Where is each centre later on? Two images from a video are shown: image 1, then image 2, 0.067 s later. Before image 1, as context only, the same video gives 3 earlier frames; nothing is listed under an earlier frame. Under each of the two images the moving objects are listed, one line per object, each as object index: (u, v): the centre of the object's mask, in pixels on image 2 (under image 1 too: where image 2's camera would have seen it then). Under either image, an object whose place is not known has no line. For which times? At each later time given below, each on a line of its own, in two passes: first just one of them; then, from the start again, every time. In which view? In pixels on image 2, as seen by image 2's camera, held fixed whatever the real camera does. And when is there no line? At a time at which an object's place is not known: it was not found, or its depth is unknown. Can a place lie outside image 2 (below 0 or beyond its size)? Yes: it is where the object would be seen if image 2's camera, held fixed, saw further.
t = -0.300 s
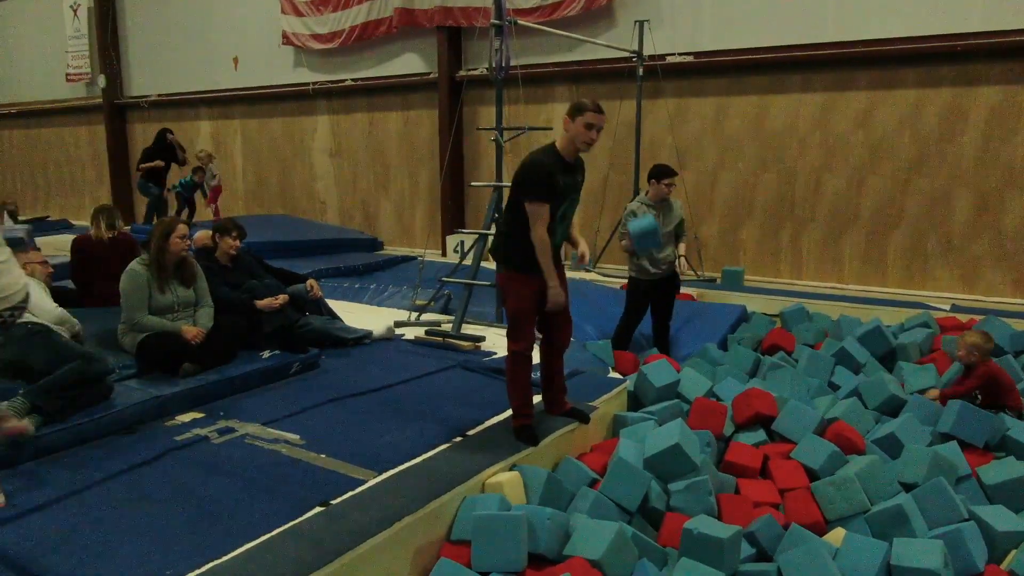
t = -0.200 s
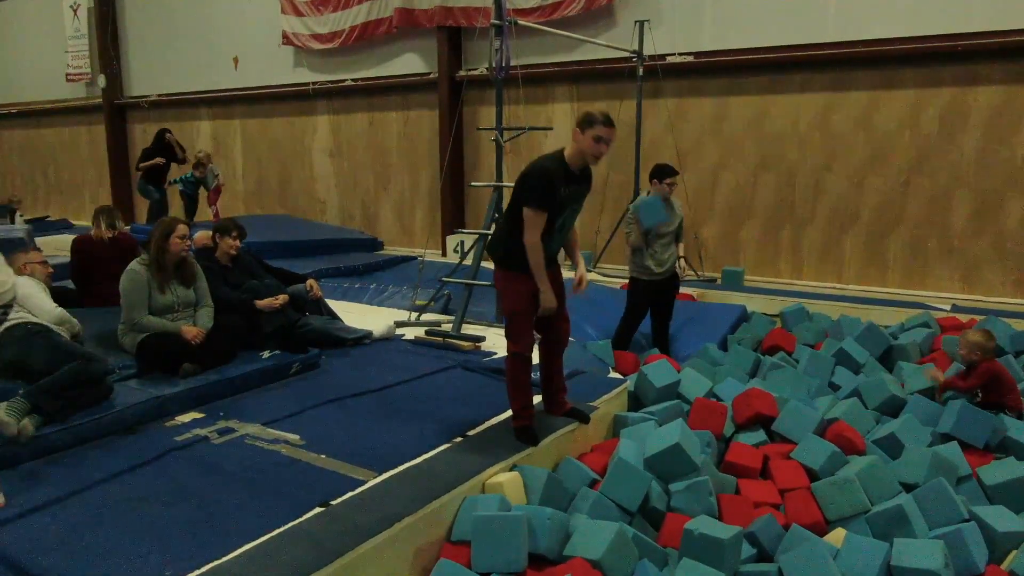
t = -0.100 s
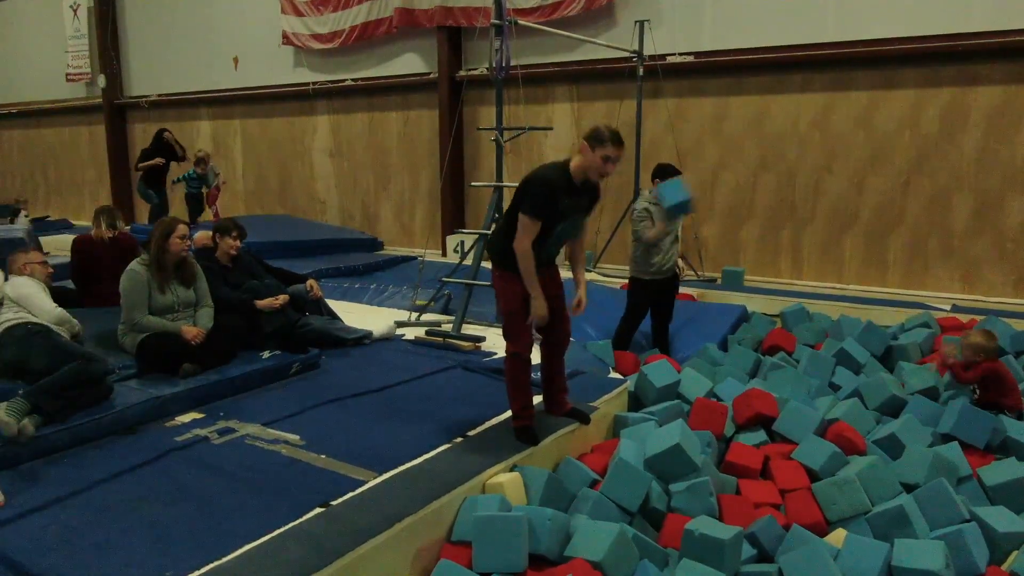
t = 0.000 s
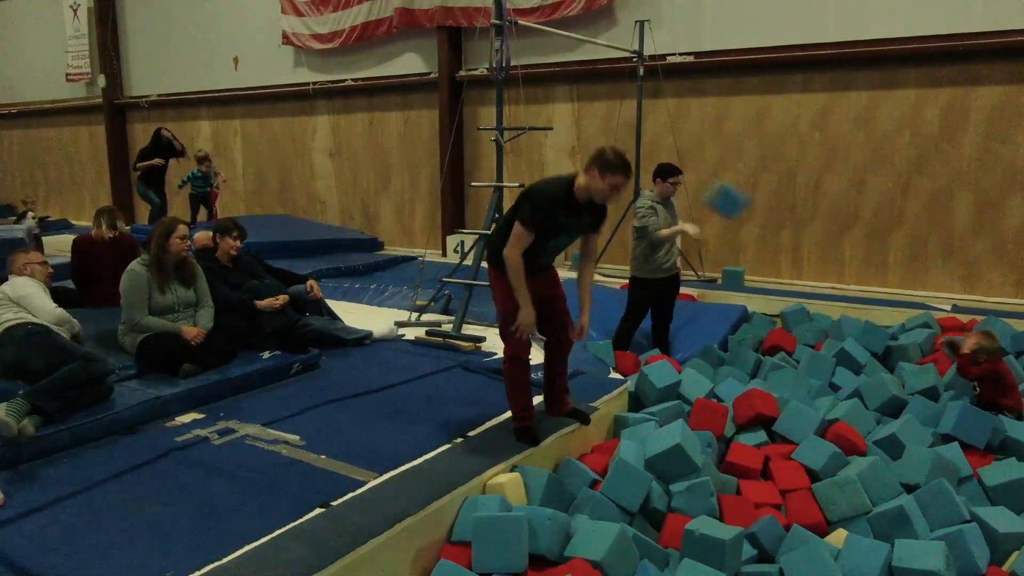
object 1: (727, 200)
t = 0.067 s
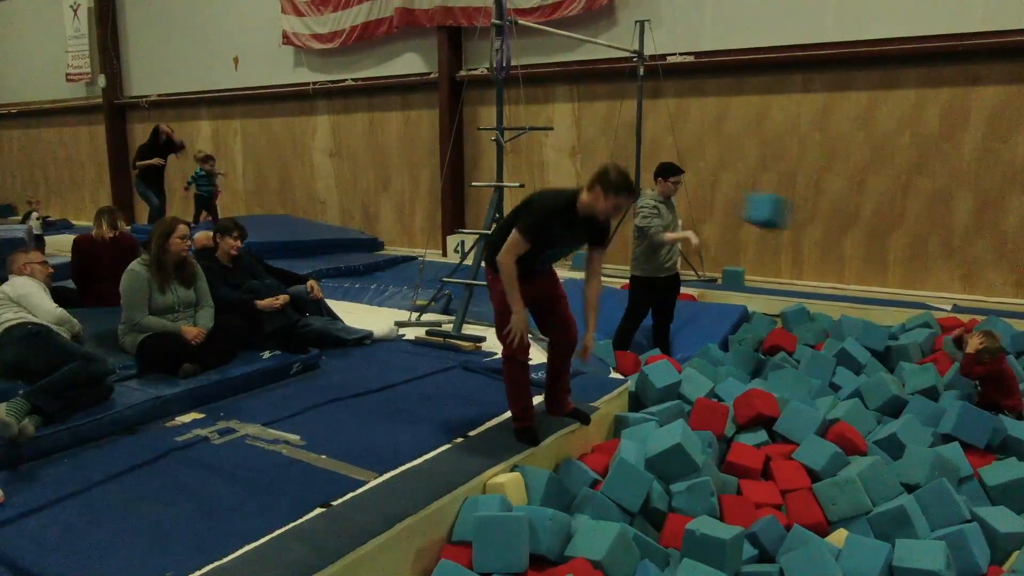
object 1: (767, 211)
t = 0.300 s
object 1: (893, 287)
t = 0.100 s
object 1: (785, 217)
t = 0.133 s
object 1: (804, 224)
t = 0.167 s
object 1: (823, 234)
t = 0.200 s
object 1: (839, 245)
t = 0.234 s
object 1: (856, 258)
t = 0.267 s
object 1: (875, 272)
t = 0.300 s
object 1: (893, 287)
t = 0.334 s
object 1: (908, 305)
